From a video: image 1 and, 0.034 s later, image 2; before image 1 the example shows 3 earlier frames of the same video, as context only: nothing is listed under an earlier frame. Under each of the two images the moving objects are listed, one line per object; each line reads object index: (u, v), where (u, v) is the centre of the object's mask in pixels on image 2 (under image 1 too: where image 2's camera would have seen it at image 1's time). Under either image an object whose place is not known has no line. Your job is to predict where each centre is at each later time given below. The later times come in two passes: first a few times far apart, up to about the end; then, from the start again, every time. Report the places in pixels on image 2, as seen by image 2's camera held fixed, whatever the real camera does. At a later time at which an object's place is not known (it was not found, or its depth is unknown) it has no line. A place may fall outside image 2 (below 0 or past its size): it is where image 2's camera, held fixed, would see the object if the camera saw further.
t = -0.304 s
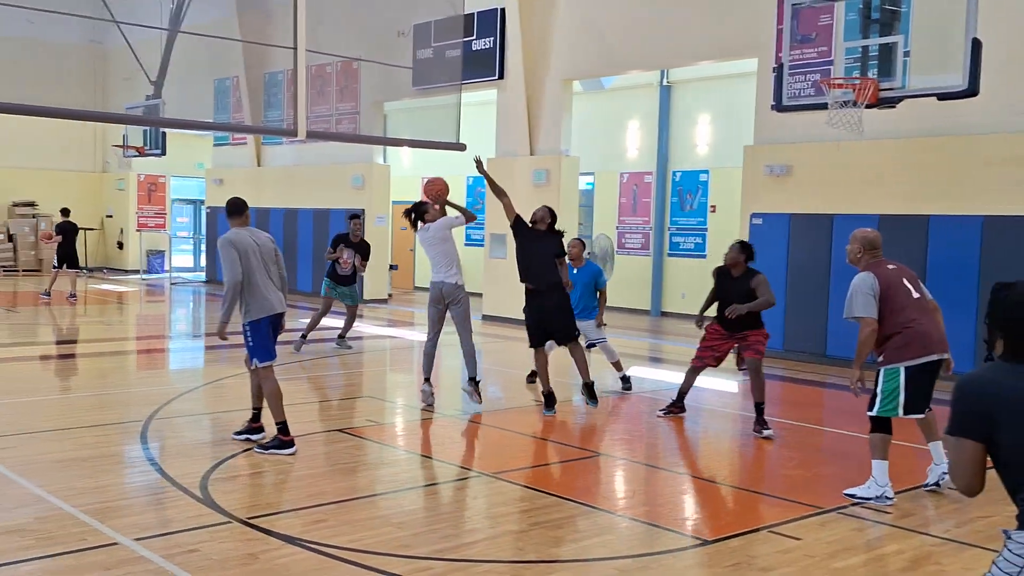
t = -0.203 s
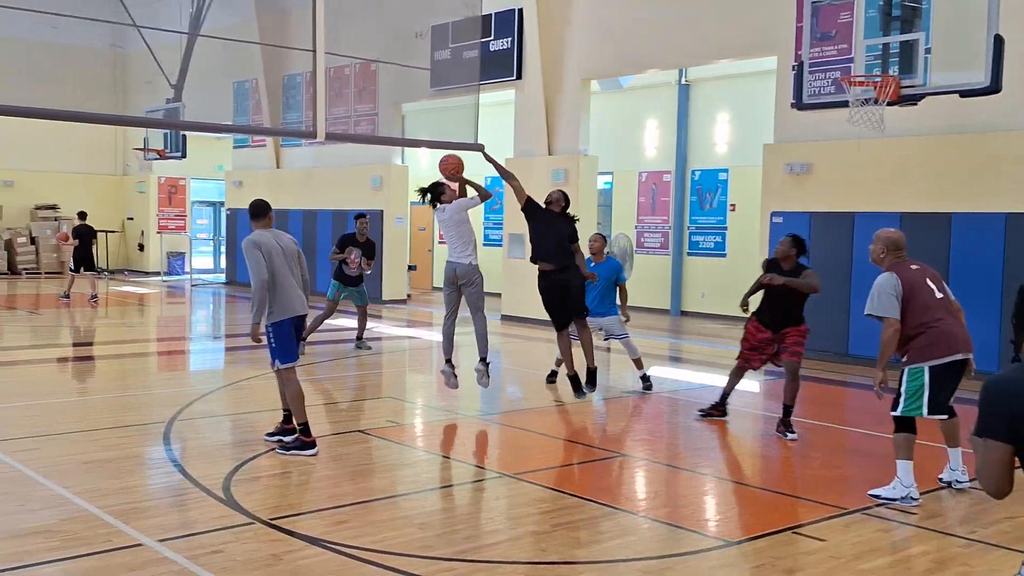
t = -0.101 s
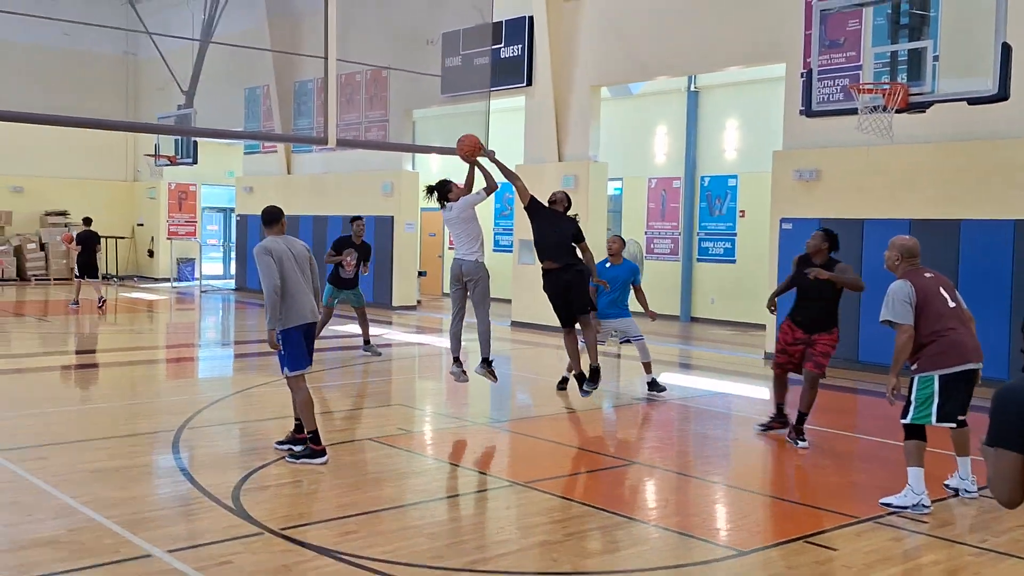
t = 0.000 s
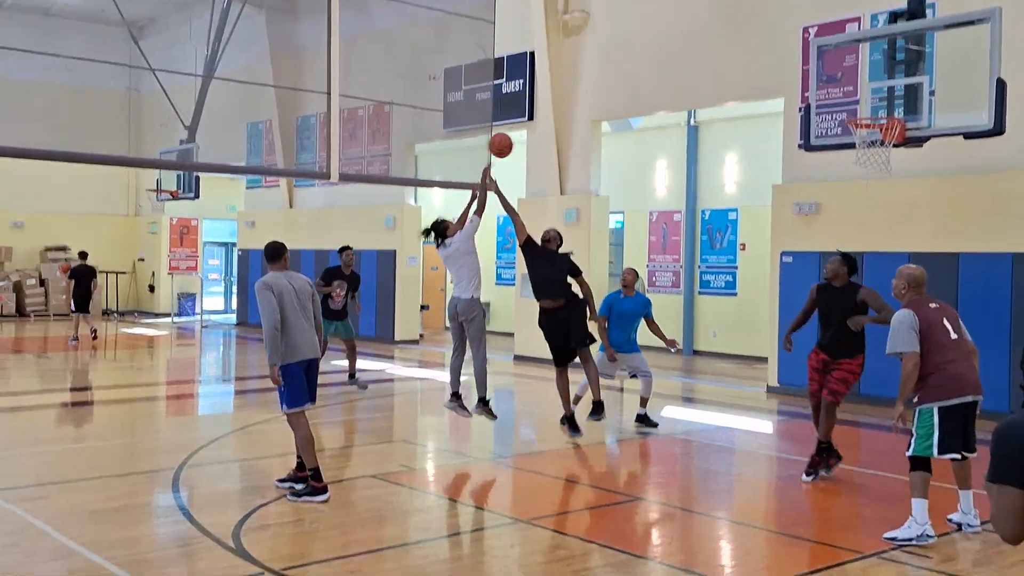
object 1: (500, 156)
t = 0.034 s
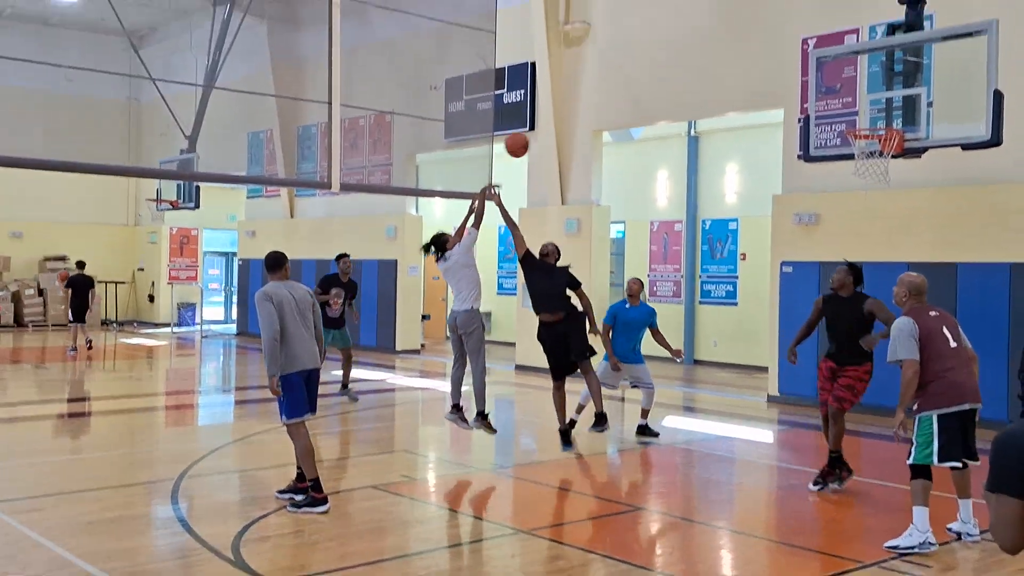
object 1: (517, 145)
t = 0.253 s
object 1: (614, 105)
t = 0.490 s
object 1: (719, 120)
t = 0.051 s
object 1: (525, 139)
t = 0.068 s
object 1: (533, 134)
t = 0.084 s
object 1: (542, 131)
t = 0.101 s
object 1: (549, 127)
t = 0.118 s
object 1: (556, 123)
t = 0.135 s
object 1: (563, 120)
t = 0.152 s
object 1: (571, 117)
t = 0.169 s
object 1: (578, 115)
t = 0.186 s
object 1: (586, 112)
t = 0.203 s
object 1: (593, 110)
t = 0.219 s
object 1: (600, 108)
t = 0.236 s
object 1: (607, 107)
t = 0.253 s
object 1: (614, 105)
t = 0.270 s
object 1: (621, 104)
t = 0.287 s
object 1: (629, 104)
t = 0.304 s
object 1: (636, 103)
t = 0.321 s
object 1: (643, 103)
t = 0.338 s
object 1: (650, 103)
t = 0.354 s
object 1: (657, 104)
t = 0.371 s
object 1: (664, 104)
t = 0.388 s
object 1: (671, 105)
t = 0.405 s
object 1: (678, 107)
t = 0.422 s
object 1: (685, 108)
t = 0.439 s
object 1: (700, 112)
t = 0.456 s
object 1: (705, 114)
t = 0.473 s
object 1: (713, 117)
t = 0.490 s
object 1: (719, 120)
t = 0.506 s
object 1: (726, 124)
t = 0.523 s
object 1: (733, 128)
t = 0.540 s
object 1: (741, 132)
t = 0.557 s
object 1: (748, 136)
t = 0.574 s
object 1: (755, 141)
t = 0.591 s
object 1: (762, 146)
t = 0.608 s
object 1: (769, 151)
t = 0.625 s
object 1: (776, 157)
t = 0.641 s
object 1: (784, 163)
